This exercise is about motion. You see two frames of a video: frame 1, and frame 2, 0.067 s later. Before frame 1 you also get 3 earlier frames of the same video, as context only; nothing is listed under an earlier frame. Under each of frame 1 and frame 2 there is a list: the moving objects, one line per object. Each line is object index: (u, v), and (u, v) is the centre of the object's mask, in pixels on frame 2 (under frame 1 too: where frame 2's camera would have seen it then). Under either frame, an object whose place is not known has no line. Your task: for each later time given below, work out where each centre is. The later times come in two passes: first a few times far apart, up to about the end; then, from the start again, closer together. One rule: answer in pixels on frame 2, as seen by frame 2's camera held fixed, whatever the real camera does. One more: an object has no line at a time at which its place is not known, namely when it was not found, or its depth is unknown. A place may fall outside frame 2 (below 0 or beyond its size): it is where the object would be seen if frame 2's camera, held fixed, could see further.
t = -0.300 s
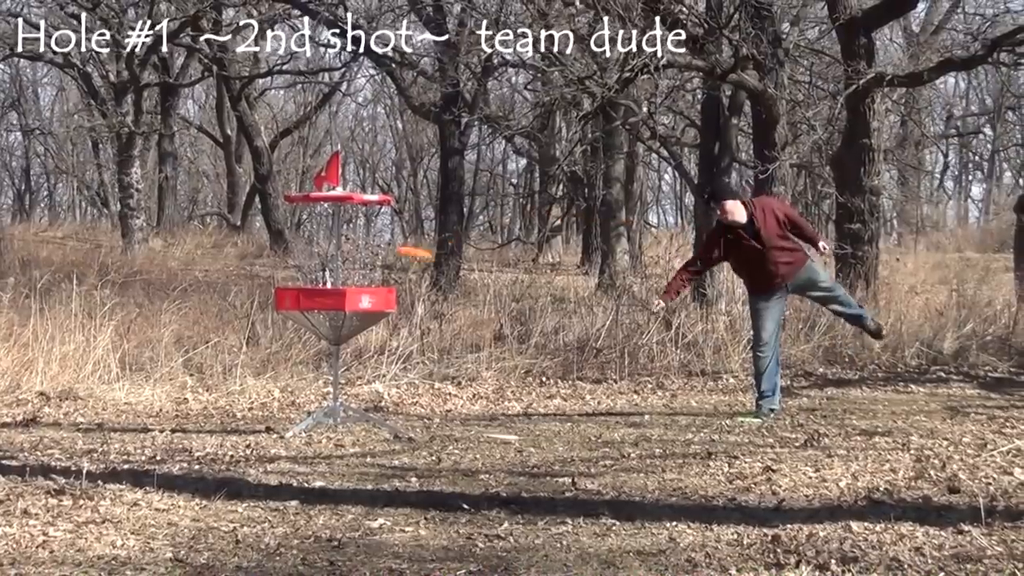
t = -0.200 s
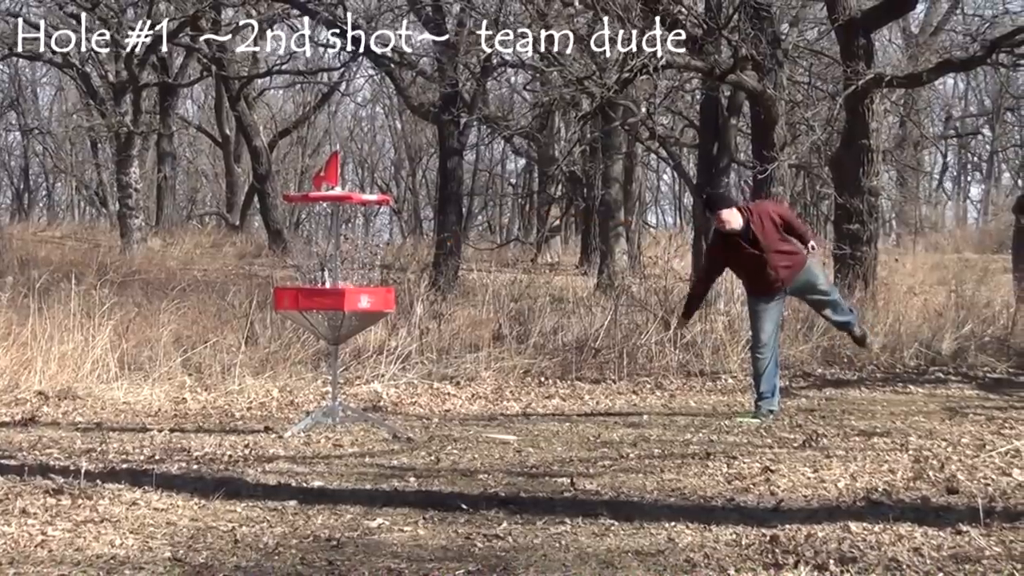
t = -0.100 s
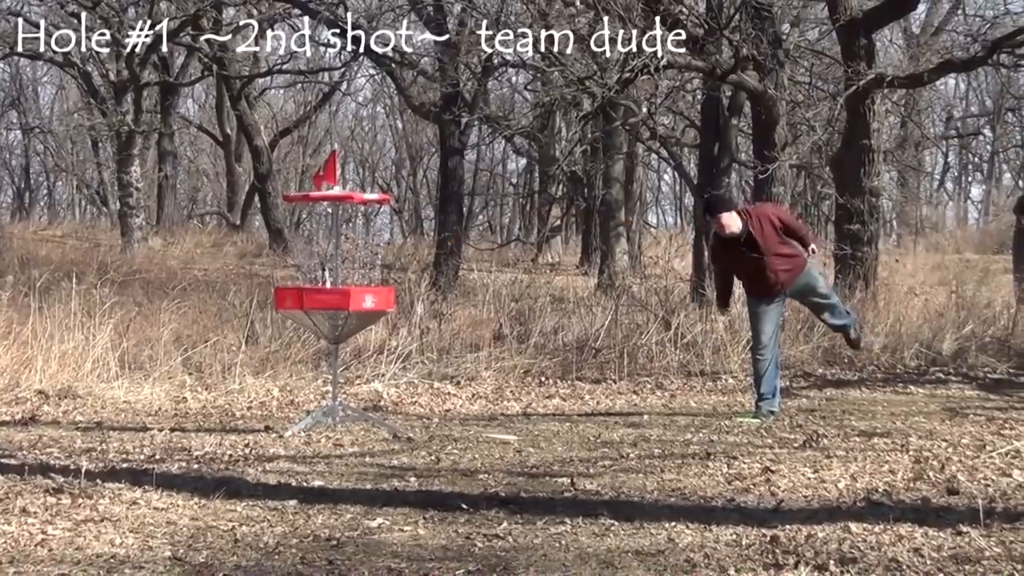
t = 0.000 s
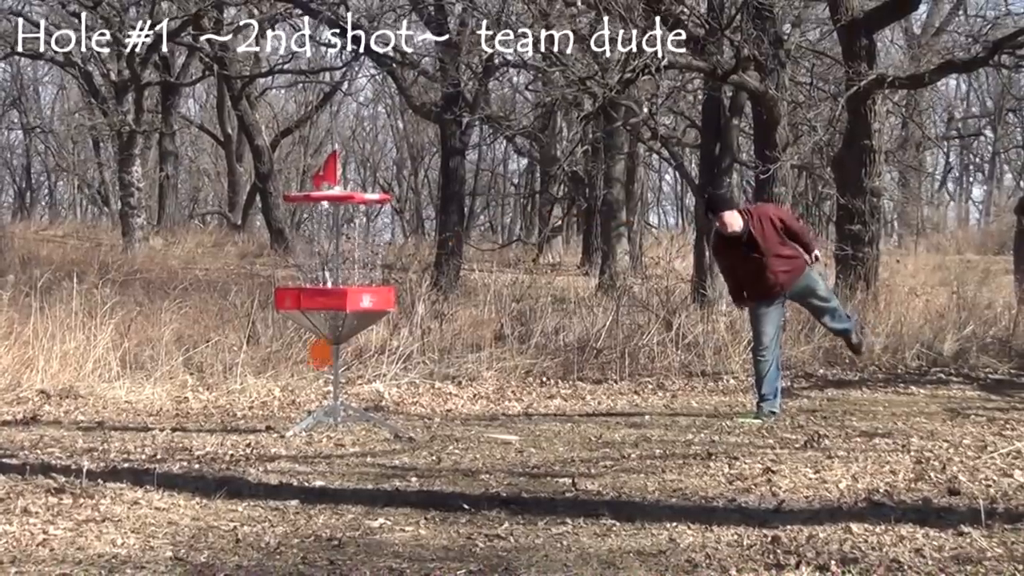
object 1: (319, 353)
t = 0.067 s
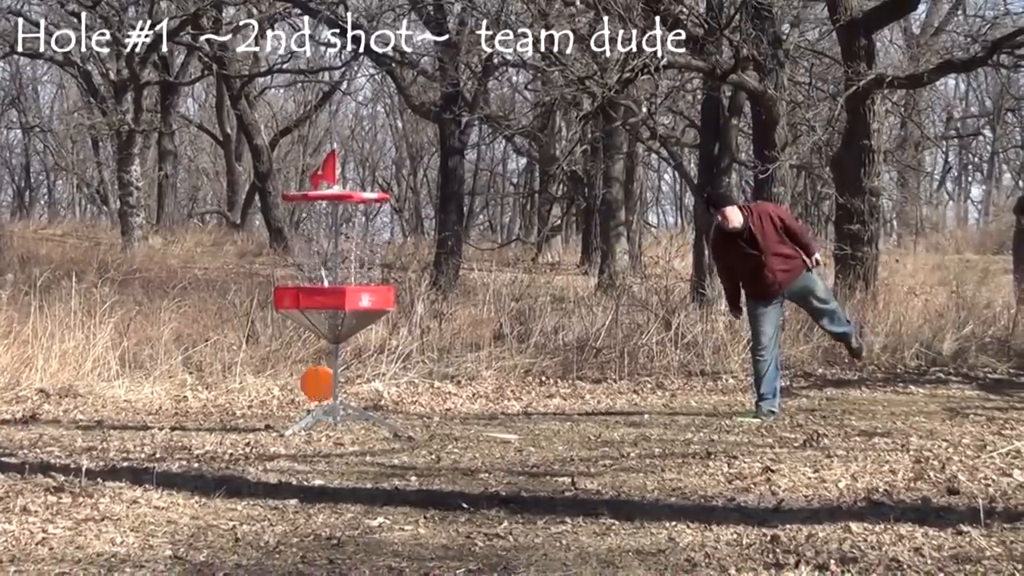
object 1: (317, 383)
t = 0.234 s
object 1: (295, 406)
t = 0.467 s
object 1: (249, 407)
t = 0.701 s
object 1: (212, 408)
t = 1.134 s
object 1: (205, 406)
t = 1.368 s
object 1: (231, 410)
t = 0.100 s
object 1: (313, 399)
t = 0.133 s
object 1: (311, 413)
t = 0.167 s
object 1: (303, 407)
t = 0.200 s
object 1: (300, 408)
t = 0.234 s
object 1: (295, 406)
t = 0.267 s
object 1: (288, 406)
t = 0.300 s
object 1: (282, 409)
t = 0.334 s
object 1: (276, 409)
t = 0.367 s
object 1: (270, 409)
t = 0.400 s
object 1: (264, 408)
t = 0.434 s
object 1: (257, 406)
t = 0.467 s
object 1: (249, 407)
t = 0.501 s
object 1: (243, 409)
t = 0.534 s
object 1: (236, 410)
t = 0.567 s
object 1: (231, 408)
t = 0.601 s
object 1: (225, 408)
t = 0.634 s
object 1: (219, 407)
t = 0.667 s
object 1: (215, 407)
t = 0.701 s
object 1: (212, 408)
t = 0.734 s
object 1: (210, 407)
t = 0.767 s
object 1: (207, 407)
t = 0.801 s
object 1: (205, 407)
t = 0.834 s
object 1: (202, 409)
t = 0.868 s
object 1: (201, 410)
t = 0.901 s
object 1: (202, 410)
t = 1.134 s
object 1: (205, 406)
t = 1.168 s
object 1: (209, 407)
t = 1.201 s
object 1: (212, 408)
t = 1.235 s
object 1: (215, 408)
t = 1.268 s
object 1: (219, 409)
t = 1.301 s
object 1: (223, 410)
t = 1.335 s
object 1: (226, 410)
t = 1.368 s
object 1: (231, 410)
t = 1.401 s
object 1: (235, 410)
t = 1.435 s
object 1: (239, 409)
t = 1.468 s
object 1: (241, 408)
